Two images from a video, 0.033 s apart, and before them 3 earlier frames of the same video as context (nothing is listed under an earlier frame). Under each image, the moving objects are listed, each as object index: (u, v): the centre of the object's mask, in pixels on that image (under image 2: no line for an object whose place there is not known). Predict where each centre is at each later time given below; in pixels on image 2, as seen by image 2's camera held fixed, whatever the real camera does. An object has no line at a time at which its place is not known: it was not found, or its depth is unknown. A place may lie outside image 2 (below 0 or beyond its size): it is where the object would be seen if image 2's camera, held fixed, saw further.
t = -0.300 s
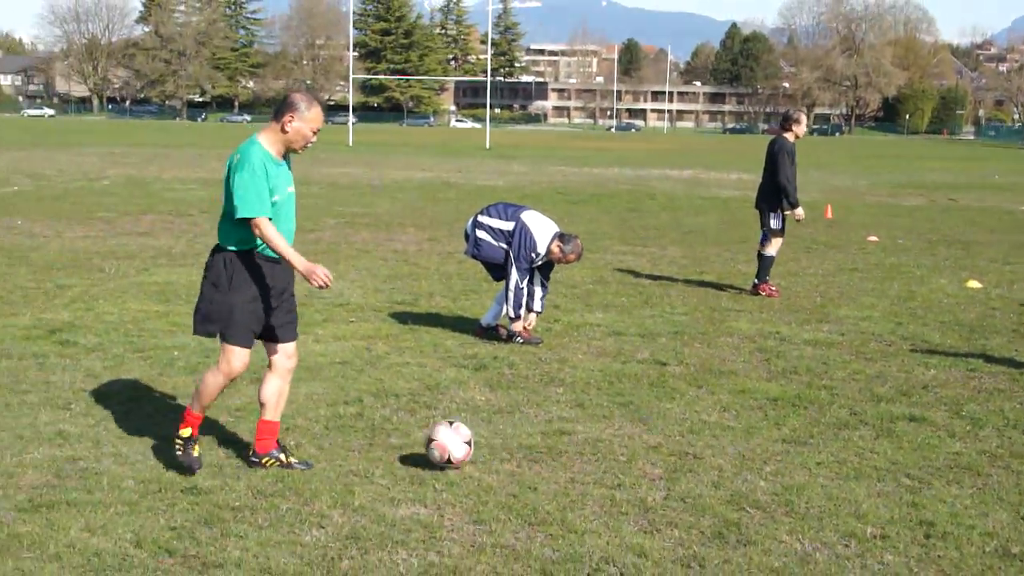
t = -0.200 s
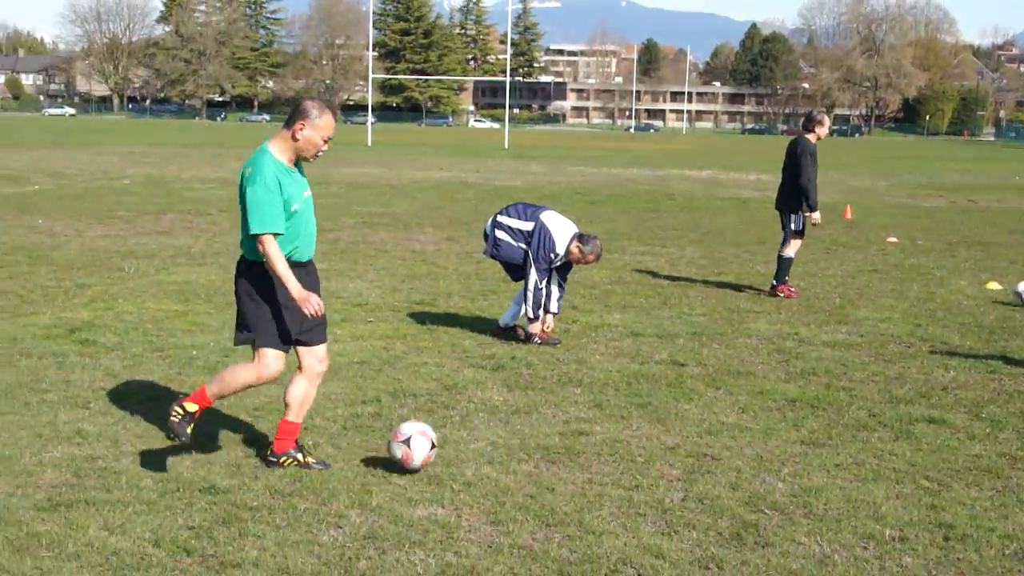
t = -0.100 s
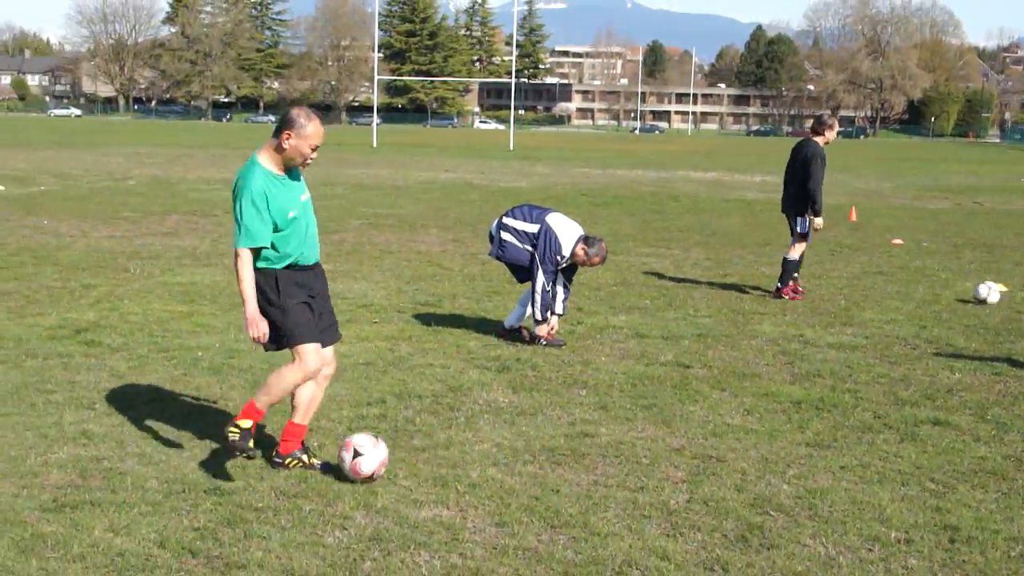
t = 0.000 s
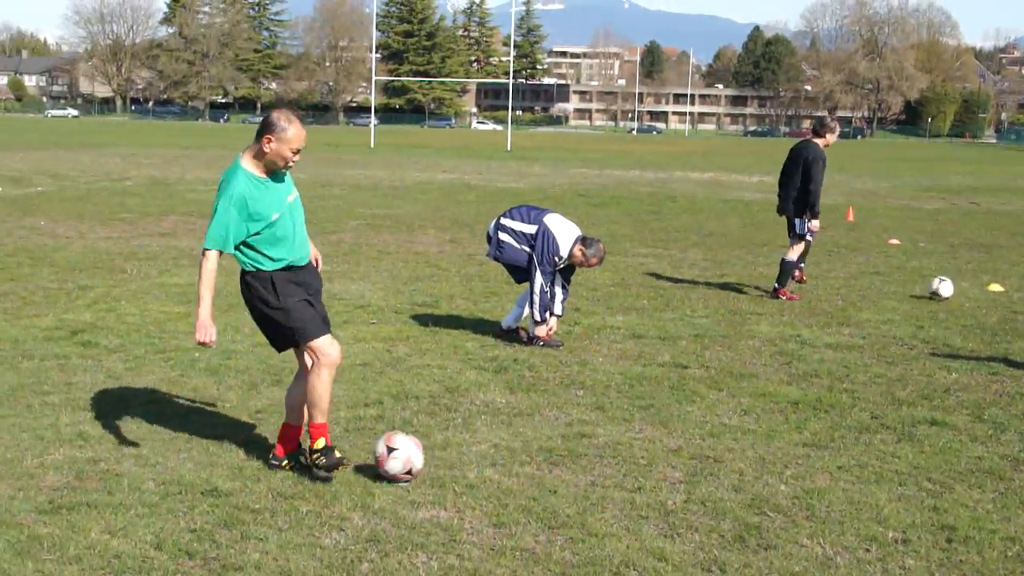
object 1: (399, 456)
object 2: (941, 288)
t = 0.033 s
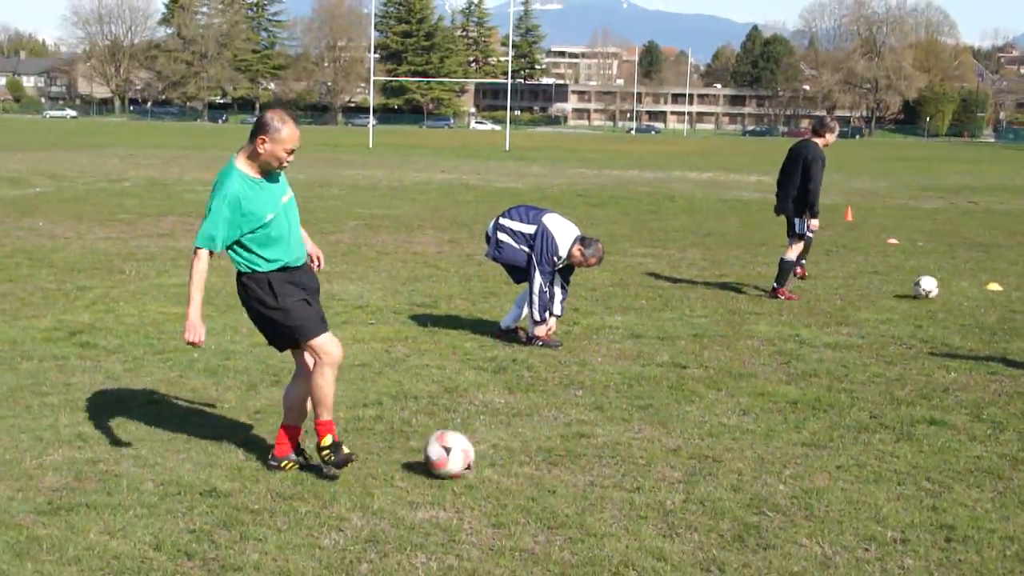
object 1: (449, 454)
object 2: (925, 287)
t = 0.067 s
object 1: (497, 451)
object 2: (913, 287)
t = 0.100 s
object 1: (542, 449)
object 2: (899, 286)
